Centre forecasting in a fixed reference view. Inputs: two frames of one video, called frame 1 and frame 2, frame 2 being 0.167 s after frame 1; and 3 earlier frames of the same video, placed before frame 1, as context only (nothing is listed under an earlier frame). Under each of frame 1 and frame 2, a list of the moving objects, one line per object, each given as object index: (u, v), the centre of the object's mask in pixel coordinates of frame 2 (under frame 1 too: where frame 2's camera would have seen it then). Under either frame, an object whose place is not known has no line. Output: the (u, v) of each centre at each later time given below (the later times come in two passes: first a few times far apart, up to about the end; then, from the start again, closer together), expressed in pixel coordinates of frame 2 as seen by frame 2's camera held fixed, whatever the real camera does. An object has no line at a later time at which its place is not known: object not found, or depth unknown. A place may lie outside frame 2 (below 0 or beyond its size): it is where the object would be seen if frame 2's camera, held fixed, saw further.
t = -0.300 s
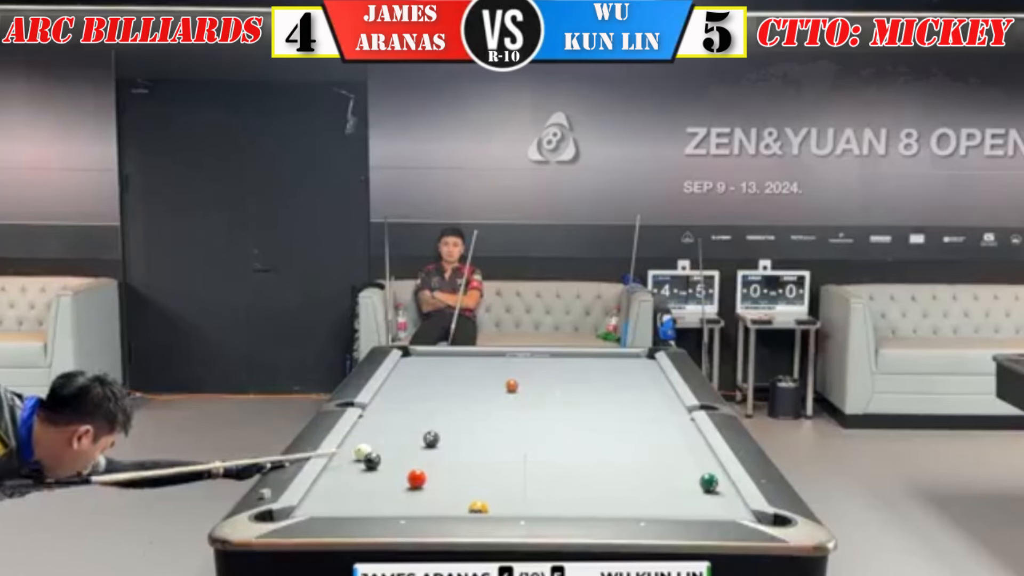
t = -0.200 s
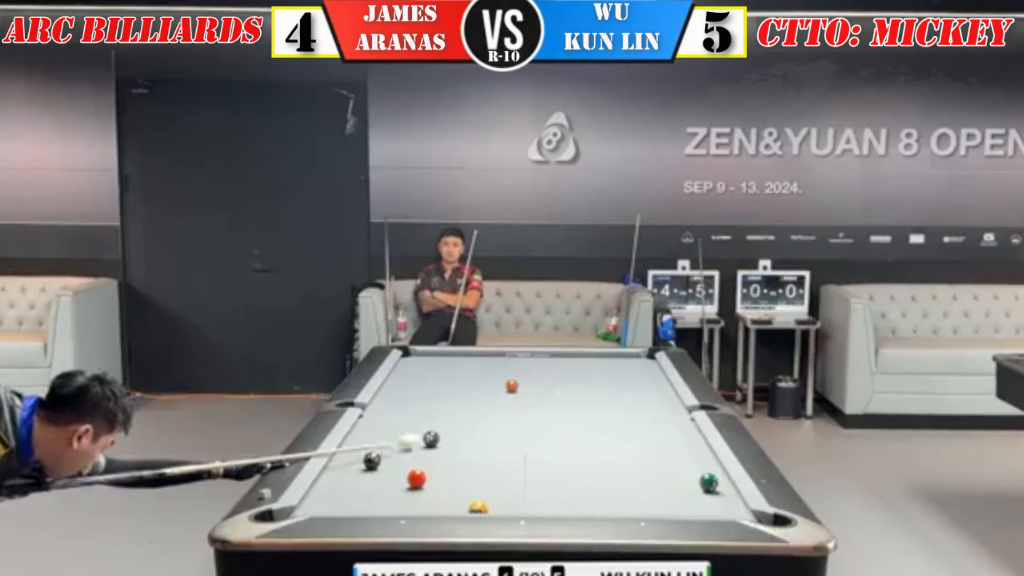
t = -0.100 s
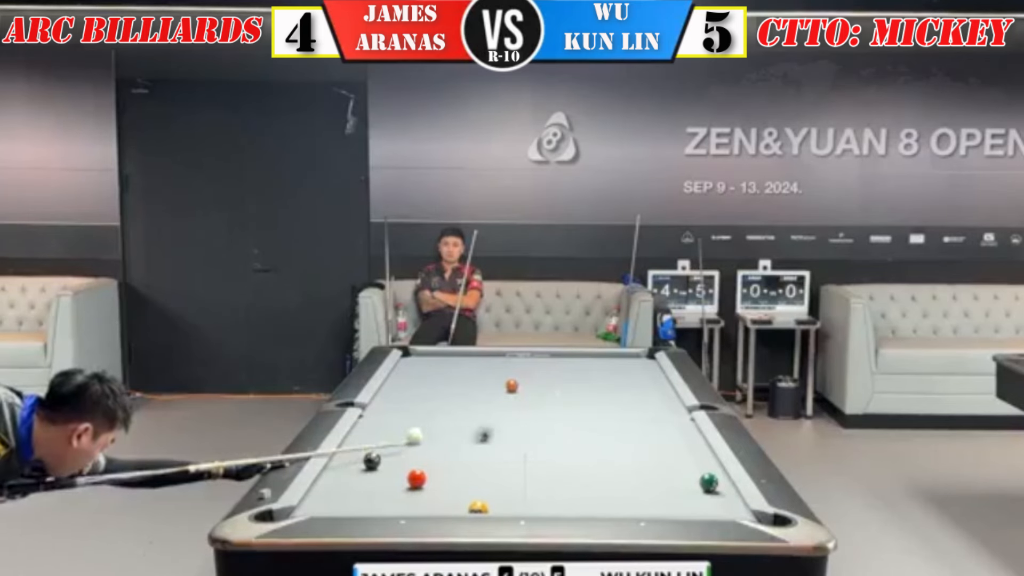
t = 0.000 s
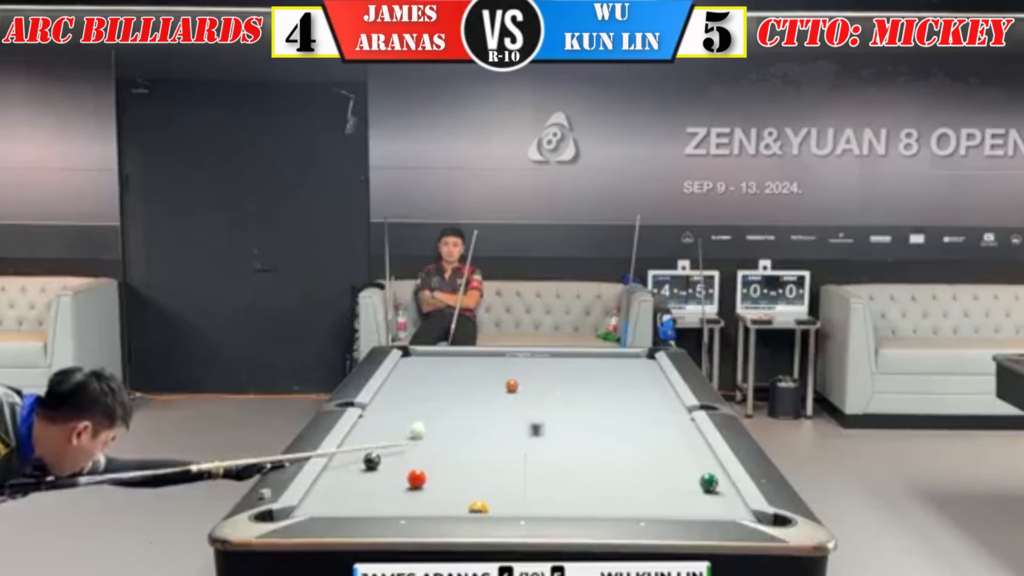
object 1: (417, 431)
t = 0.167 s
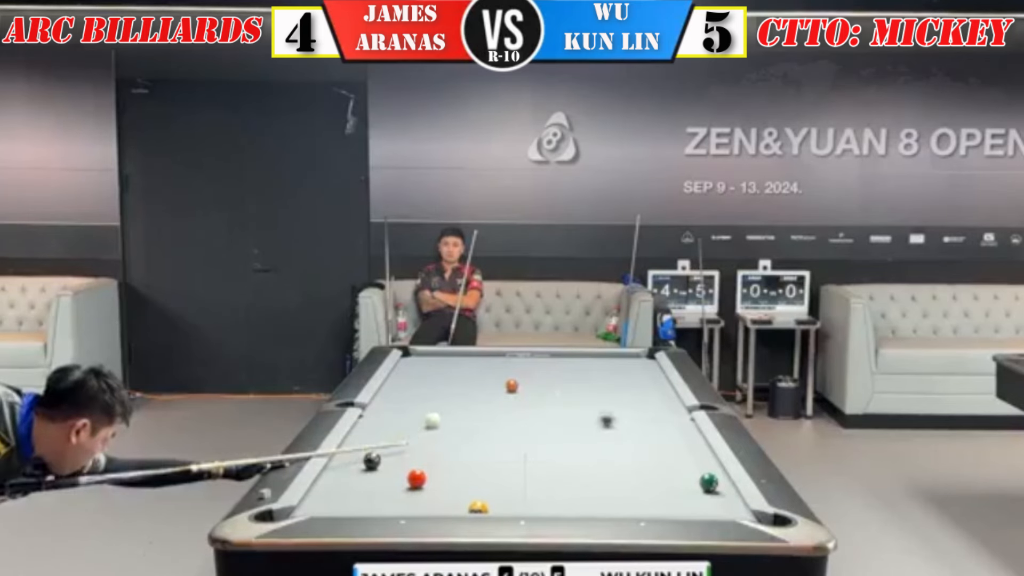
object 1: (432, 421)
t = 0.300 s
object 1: (446, 413)
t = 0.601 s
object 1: (473, 397)
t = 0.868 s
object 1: (493, 385)
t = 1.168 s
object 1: (513, 373)
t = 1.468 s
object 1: (532, 363)
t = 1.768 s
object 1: (547, 354)
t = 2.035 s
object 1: (556, 356)
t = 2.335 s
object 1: (565, 361)
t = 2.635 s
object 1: (574, 366)
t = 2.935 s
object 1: (582, 370)
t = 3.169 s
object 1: (613, 373)
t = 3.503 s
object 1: (596, 379)
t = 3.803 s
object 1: (604, 382)
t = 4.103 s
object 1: (610, 386)
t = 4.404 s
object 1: (617, 390)
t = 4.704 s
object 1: (625, 395)
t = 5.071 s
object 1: (629, 400)
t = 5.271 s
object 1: (633, 401)
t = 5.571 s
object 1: (637, 403)
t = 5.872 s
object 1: (640, 405)
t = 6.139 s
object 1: (642, 407)
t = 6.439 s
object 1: (644, 408)
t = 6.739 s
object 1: (645, 409)
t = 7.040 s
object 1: (646, 410)
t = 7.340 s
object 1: (646, 409)
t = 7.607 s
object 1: (646, 409)
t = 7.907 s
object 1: (646, 409)
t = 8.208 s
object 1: (646, 409)
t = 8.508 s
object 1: (646, 410)
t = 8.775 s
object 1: (646, 410)
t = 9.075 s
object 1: (646, 410)
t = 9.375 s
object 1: (646, 410)
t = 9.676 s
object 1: (646, 410)
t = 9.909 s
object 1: (646, 410)
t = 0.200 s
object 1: (435, 419)
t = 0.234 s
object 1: (439, 416)
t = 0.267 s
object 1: (442, 415)
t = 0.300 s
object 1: (446, 413)
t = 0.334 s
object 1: (449, 411)
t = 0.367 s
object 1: (453, 409)
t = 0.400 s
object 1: (455, 407)
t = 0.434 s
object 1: (458, 405)
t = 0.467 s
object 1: (461, 404)
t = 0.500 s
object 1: (464, 402)
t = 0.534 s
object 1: (467, 401)
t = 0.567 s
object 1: (470, 399)
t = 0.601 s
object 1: (473, 397)
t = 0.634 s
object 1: (475, 396)
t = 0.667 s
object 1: (478, 394)
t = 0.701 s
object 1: (481, 392)
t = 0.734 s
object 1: (483, 391)
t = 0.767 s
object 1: (486, 390)
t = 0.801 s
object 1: (488, 388)
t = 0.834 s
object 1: (490, 387)
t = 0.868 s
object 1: (493, 385)
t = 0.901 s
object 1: (495, 384)
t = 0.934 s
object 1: (497, 383)
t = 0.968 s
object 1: (500, 380)
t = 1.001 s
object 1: (502, 379)
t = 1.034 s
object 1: (504, 378)
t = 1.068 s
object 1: (506, 376)
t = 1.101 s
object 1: (509, 374)
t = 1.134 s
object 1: (512, 373)
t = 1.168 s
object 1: (513, 373)
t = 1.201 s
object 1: (516, 372)
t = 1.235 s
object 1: (518, 371)
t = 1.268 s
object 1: (520, 370)
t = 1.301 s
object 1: (521, 369)
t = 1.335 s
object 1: (523, 368)
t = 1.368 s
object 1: (525, 367)
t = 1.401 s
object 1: (527, 366)
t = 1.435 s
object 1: (530, 364)
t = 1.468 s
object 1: (532, 363)
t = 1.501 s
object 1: (533, 362)
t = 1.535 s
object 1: (535, 361)
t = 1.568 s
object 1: (537, 360)
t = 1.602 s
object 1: (538, 360)
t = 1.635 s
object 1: (541, 359)
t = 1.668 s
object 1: (542, 357)
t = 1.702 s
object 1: (544, 357)
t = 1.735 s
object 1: (546, 355)
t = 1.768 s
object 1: (547, 354)
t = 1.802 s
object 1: (549, 354)
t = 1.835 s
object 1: (551, 354)
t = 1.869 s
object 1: (552, 354)
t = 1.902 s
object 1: (553, 355)
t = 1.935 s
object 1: (553, 355)
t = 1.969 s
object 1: (554, 355)
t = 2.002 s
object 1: (555, 355)
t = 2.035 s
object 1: (556, 356)
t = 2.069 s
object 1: (557, 357)
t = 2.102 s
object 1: (558, 358)
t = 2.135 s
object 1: (559, 358)
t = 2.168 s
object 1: (560, 359)
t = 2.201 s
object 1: (561, 359)
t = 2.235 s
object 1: (562, 360)
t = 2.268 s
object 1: (563, 360)
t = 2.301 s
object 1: (564, 361)
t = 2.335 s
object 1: (565, 361)
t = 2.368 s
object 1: (566, 361)
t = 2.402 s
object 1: (567, 362)
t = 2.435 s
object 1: (568, 363)
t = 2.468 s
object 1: (568, 363)
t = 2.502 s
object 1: (570, 364)
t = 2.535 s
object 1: (570, 364)
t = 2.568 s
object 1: (572, 365)
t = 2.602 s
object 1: (573, 366)
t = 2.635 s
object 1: (574, 366)
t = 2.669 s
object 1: (574, 366)
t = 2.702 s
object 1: (575, 367)
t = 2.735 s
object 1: (575, 367)
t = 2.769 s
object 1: (577, 368)
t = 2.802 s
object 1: (577, 368)
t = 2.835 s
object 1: (578, 369)
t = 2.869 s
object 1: (579, 369)
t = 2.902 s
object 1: (580, 369)
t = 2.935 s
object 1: (582, 370)
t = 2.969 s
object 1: (583, 371)
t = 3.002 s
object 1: (583, 372)
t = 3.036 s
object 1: (584, 372)
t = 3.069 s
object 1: (585, 372)
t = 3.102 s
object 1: (586, 372)
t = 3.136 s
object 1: (587, 373)
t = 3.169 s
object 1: (613, 373)
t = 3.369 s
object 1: (593, 375)
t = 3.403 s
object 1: (594, 378)
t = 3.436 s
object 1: (594, 378)
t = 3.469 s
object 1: (596, 379)
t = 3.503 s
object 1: (596, 379)
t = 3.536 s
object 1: (597, 379)
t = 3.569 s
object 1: (597, 379)
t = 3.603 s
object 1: (599, 380)
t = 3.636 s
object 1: (600, 380)
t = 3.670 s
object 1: (600, 380)
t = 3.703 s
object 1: (600, 380)
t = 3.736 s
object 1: (601, 381)
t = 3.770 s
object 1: (602, 381)
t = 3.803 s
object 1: (604, 382)
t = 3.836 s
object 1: (604, 382)
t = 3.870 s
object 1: (604, 382)
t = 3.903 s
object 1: (606, 383)
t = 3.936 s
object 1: (607, 383)
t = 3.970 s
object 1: (608, 384)
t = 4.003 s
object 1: (608, 385)
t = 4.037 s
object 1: (608, 385)
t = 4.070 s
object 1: (609, 386)
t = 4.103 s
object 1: (610, 386)
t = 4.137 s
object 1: (611, 387)
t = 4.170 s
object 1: (612, 387)
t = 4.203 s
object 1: (612, 387)
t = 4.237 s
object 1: (614, 389)
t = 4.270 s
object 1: (614, 389)
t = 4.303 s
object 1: (615, 390)
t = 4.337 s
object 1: (616, 390)
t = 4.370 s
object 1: (616, 390)
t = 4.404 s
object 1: (617, 390)
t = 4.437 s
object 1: (618, 391)
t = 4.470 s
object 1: (619, 392)
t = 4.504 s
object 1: (620, 392)
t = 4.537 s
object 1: (620, 392)
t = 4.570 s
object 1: (621, 393)
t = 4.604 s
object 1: (620, 391)
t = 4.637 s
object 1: (622, 394)
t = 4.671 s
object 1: (623, 394)
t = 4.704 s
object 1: (625, 395)
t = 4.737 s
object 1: (624, 395)
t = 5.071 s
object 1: (629, 400)
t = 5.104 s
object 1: (631, 399)
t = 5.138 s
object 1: (630, 399)
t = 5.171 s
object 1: (631, 400)
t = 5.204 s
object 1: (632, 400)
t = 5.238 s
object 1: (633, 401)
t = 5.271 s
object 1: (633, 401)
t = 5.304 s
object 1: (633, 401)
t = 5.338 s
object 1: (633, 401)
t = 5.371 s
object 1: (634, 402)
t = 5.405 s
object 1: (635, 402)
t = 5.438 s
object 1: (635, 402)
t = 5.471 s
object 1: (636, 402)
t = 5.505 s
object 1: (636, 402)
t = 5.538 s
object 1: (636, 402)
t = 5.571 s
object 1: (637, 403)
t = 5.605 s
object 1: (638, 403)
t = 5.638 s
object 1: (638, 403)
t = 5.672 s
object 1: (638, 403)
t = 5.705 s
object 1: (639, 404)
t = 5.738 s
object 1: (639, 404)
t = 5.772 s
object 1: (639, 404)
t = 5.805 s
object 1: (639, 405)
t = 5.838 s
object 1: (640, 405)
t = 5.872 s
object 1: (640, 405)
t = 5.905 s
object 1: (640, 405)
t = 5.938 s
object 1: (640, 406)
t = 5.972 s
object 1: (641, 406)
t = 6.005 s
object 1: (641, 406)
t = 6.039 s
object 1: (641, 406)
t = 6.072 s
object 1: (641, 407)
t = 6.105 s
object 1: (642, 407)
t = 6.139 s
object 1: (642, 407)
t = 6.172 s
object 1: (642, 407)
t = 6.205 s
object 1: (642, 407)
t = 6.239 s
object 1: (644, 407)
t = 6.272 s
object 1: (644, 407)
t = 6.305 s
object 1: (644, 408)
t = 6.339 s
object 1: (644, 408)
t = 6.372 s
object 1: (644, 408)
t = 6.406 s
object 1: (644, 408)
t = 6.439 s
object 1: (644, 408)
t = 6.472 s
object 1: (644, 408)
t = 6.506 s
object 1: (644, 408)
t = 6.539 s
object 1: (645, 408)
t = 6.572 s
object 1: (645, 408)
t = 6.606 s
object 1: (645, 408)
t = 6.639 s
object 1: (645, 408)
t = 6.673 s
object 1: (645, 409)
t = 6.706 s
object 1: (645, 409)
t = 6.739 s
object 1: (645, 409)
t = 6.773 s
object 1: (645, 409)
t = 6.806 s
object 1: (646, 409)
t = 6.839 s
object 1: (645, 409)
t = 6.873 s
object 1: (646, 409)
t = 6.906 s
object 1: (646, 409)
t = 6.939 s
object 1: (646, 409)
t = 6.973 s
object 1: (645, 409)
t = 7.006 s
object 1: (646, 409)
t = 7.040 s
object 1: (646, 410)
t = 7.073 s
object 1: (646, 410)
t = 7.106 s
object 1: (646, 410)
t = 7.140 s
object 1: (646, 409)
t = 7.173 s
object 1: (646, 409)
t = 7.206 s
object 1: (646, 409)
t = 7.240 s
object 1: (646, 409)
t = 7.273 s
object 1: (646, 409)
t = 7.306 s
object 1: (646, 410)
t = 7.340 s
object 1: (646, 409)
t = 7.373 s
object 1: (646, 409)
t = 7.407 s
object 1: (646, 409)
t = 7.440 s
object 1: (646, 409)
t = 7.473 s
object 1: (646, 409)
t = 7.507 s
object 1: (646, 409)
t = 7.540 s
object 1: (646, 409)
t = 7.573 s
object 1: (646, 409)
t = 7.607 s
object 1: (646, 409)
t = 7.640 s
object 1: (646, 409)
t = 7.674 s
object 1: (646, 409)
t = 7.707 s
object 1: (646, 409)
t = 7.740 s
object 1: (646, 409)
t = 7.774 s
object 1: (646, 409)
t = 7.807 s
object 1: (646, 409)
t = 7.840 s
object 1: (646, 409)
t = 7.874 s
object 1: (646, 409)
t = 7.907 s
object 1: (646, 409)
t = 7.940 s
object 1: (646, 409)
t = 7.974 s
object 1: (646, 409)
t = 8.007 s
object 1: (646, 409)
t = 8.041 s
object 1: (646, 409)
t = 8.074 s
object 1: (646, 409)
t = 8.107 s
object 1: (646, 409)
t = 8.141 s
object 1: (646, 409)
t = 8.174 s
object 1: (646, 409)
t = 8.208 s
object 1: (646, 409)
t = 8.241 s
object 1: (646, 410)
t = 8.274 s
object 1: (646, 410)
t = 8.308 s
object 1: (646, 410)
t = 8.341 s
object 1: (646, 410)
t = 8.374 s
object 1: (646, 410)
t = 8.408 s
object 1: (646, 410)
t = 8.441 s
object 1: (646, 410)
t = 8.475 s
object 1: (646, 410)
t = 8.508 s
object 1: (646, 410)
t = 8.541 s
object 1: (646, 410)
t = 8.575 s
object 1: (646, 410)
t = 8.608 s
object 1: (646, 410)
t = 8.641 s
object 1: (646, 410)
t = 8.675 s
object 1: (646, 410)
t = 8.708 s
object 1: (646, 410)
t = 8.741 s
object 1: (646, 410)
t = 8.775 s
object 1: (646, 410)
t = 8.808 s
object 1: (646, 410)
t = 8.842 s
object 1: (646, 410)
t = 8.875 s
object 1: (646, 410)
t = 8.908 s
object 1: (646, 410)
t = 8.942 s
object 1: (646, 410)
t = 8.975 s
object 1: (646, 410)
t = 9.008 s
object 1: (646, 410)
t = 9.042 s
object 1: (646, 410)
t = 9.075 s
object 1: (646, 410)
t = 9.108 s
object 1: (646, 410)
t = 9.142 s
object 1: (646, 410)
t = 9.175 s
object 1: (646, 410)
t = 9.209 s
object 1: (646, 410)
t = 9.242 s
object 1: (646, 410)
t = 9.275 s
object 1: (646, 410)
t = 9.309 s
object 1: (646, 410)
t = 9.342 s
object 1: (646, 410)
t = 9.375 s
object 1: (646, 410)
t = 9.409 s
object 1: (646, 410)
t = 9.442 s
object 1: (646, 410)
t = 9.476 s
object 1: (646, 410)
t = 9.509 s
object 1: (646, 410)
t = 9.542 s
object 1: (646, 410)
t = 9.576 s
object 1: (646, 410)
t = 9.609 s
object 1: (646, 410)
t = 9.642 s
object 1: (646, 410)
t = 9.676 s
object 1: (646, 410)
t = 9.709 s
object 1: (646, 410)
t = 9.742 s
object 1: (646, 410)
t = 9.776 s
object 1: (646, 410)
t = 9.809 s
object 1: (646, 410)
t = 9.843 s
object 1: (646, 410)
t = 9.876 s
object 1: (646, 410)
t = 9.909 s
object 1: (646, 410)
